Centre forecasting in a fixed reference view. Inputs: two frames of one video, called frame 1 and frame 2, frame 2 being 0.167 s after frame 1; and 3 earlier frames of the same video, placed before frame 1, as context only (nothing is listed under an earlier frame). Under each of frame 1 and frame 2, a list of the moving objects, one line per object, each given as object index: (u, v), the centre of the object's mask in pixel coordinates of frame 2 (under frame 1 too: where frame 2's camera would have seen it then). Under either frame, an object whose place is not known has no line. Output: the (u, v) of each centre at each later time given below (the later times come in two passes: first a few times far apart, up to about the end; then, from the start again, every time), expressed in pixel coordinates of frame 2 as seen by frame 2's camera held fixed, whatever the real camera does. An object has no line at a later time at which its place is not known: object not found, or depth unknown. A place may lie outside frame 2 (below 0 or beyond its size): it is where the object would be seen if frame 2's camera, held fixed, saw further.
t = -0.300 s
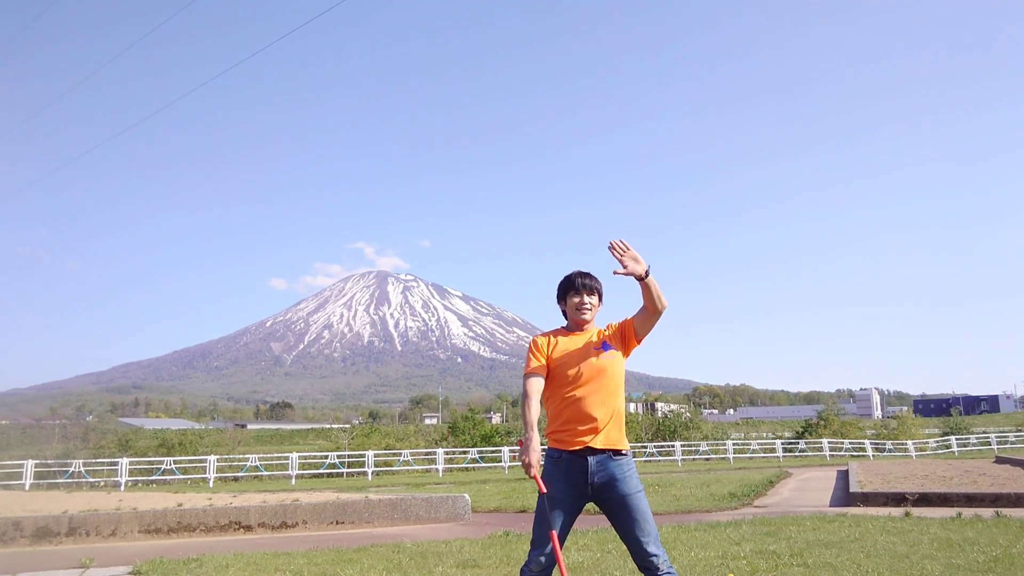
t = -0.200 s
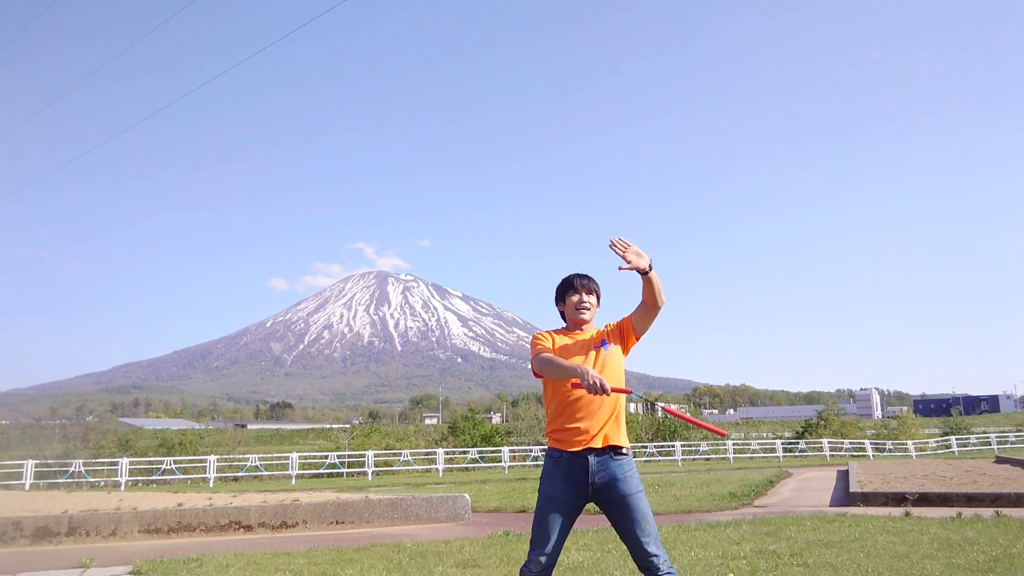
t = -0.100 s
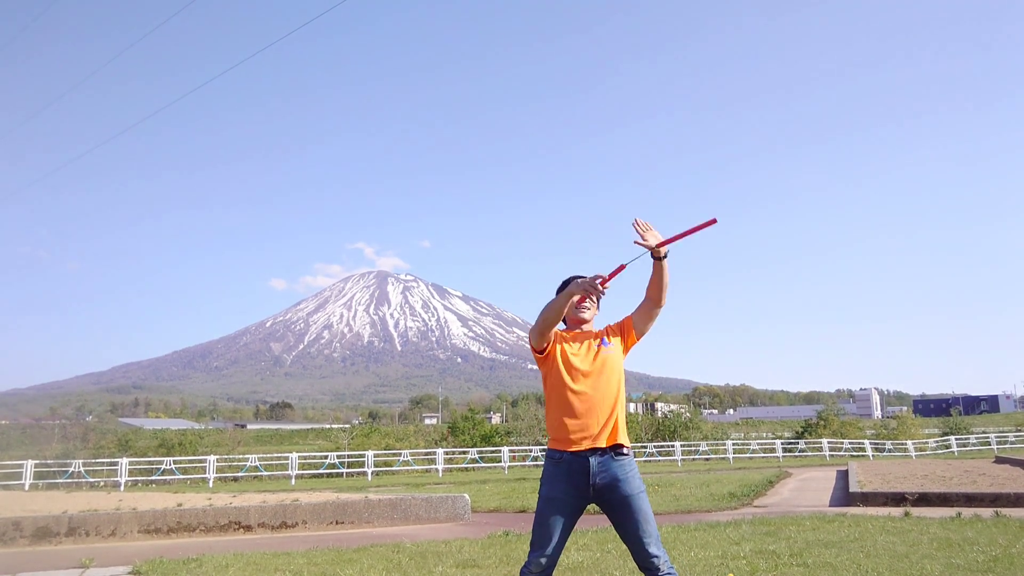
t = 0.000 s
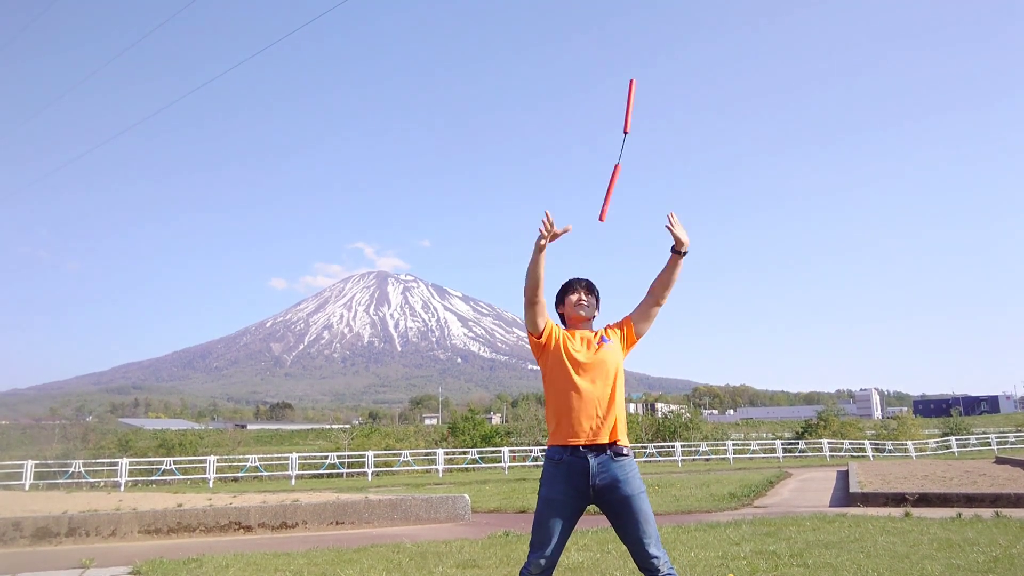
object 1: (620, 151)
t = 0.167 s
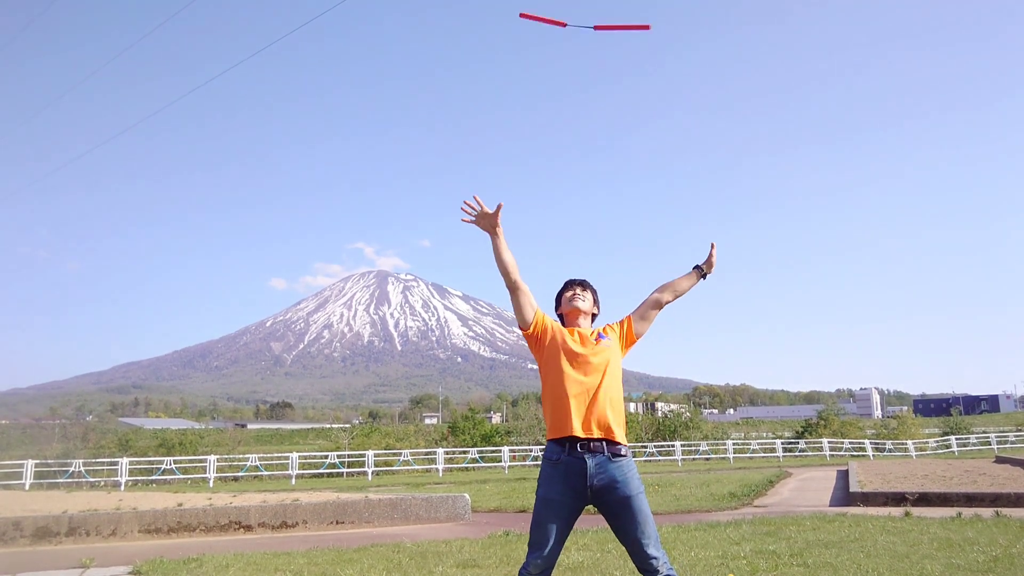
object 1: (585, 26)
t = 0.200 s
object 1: (561, 12)
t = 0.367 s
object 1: (523, 13)
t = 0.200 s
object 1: (561, 12)
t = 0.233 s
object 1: (527, 12)
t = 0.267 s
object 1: (517, 13)
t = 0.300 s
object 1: (515, 15)
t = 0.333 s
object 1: (518, 15)
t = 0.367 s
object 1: (523, 13)
